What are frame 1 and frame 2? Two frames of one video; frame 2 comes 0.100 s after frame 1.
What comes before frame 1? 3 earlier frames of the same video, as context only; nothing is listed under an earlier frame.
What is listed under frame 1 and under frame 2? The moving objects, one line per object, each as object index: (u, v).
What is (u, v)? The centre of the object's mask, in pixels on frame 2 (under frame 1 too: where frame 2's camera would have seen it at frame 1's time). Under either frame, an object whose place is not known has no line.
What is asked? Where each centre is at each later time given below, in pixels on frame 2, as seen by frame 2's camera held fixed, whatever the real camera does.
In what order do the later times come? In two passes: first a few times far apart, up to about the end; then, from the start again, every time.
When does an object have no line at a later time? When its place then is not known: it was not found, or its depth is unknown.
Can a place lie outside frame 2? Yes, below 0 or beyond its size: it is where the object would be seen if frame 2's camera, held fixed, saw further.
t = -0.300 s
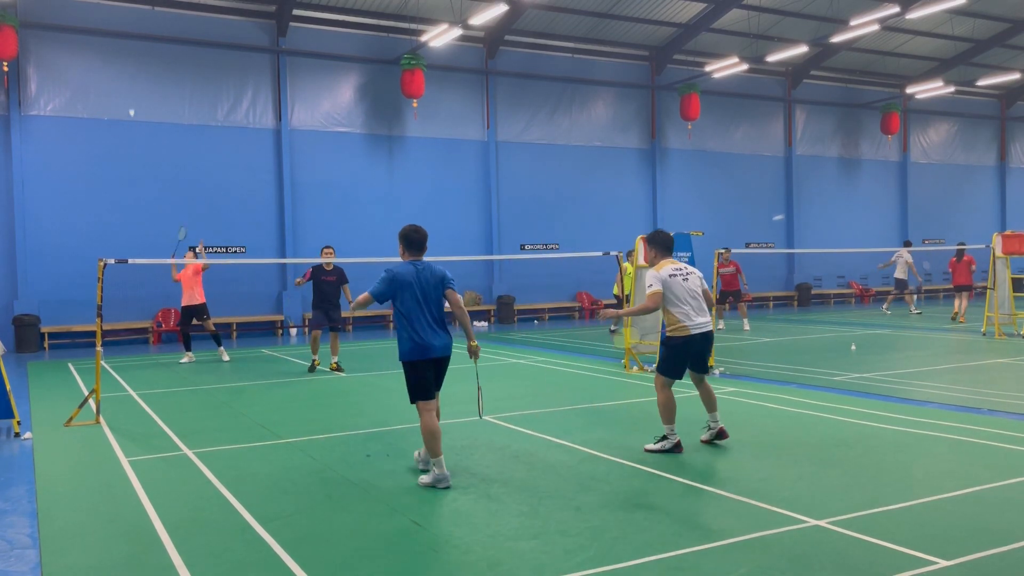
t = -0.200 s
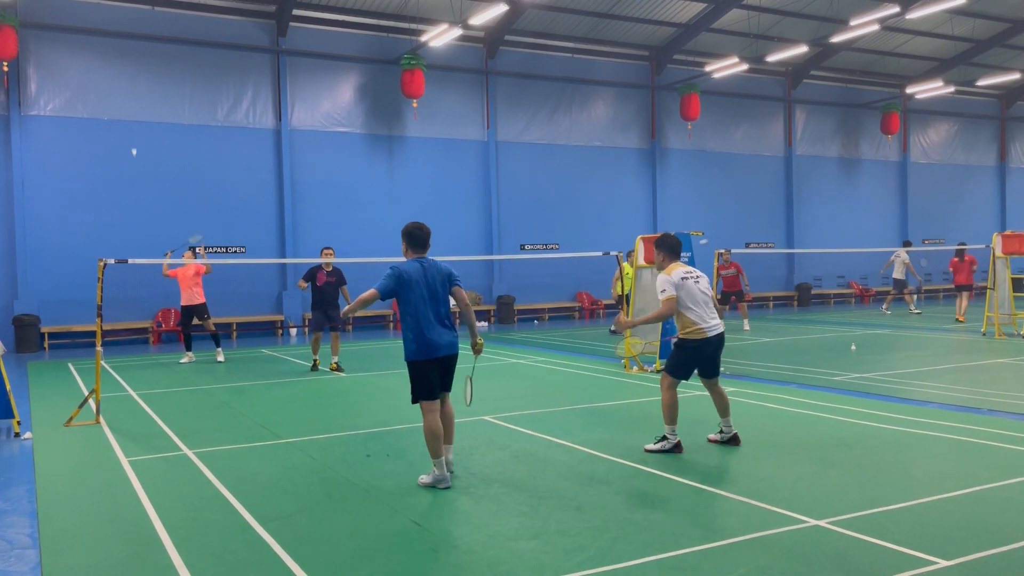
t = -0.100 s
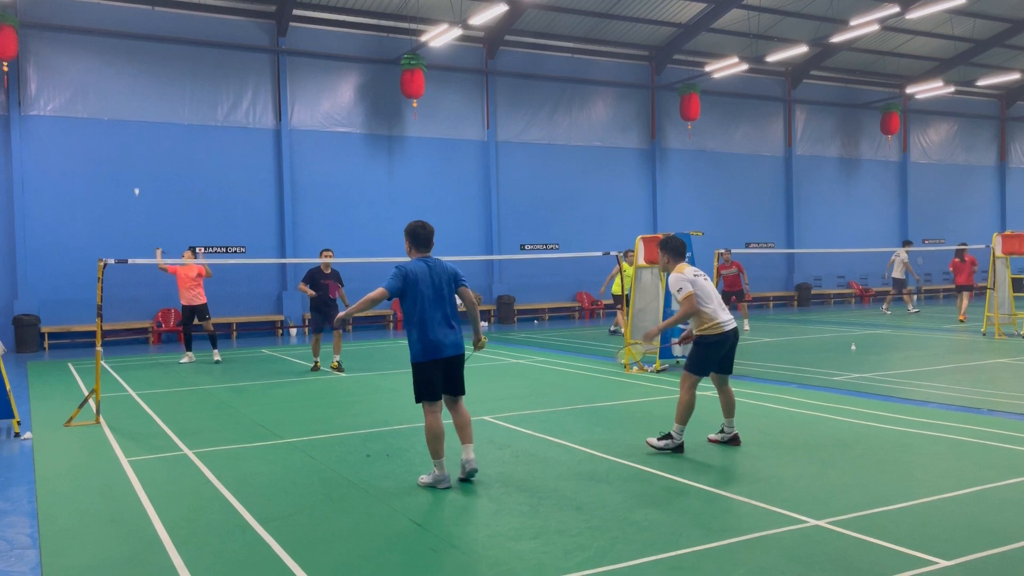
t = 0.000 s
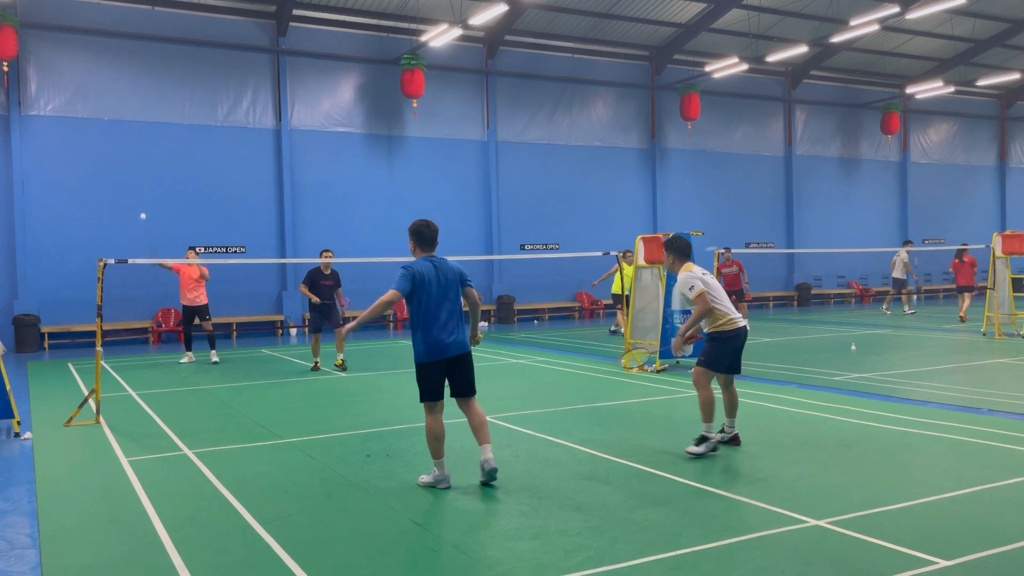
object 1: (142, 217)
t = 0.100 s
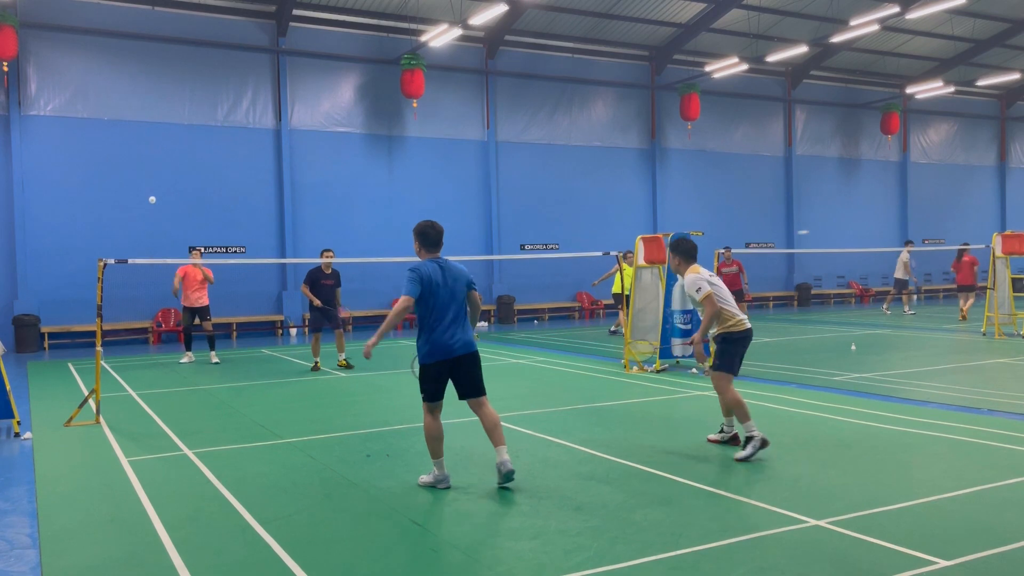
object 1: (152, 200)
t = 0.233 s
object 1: (163, 191)
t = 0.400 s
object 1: (174, 206)
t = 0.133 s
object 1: (155, 195)
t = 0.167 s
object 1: (158, 193)
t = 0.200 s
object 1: (160, 191)
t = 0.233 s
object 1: (163, 191)
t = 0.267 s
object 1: (165, 191)
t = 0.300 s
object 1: (168, 193)
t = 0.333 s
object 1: (170, 195)
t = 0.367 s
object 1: (172, 200)
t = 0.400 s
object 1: (174, 206)
